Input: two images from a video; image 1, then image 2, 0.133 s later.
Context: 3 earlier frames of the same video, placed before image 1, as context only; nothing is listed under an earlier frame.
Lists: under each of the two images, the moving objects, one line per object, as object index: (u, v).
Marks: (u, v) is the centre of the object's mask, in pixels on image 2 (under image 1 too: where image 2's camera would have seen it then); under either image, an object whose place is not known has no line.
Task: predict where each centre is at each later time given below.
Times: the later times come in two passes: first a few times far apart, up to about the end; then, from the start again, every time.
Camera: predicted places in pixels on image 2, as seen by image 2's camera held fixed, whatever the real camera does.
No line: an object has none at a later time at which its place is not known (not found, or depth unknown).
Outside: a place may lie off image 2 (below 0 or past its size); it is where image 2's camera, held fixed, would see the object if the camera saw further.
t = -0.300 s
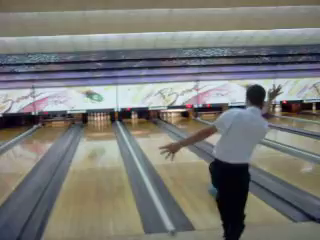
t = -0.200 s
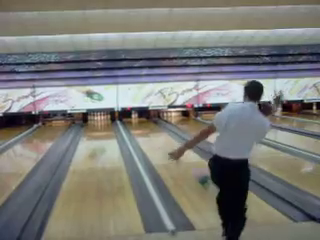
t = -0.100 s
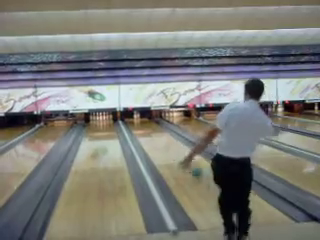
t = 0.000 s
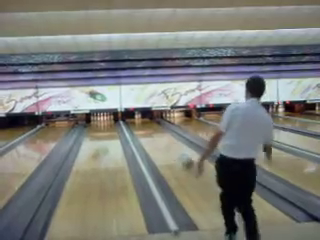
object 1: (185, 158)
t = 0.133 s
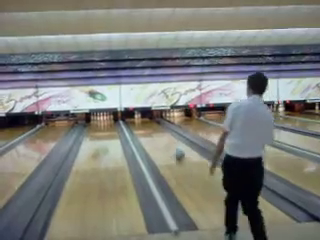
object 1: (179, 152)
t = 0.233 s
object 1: (174, 150)
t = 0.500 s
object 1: (163, 141)
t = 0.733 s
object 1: (154, 134)
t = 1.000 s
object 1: (148, 127)
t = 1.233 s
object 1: (144, 123)
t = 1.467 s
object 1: (141, 122)
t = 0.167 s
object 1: (178, 153)
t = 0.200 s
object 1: (176, 151)
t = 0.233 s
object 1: (174, 150)
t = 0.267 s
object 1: (172, 149)
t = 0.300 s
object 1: (171, 148)
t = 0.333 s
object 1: (169, 147)
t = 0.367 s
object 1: (167, 144)
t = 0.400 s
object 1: (166, 143)
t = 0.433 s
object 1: (165, 142)
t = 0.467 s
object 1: (164, 141)
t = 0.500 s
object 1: (163, 141)
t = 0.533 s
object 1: (161, 141)
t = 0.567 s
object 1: (160, 139)
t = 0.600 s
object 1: (159, 139)
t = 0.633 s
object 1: (159, 139)
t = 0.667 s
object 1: (157, 137)
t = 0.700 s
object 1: (156, 137)
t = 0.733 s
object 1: (154, 134)
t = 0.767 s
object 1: (154, 133)
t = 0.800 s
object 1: (153, 133)
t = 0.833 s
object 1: (153, 134)
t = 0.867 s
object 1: (151, 132)
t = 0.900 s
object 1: (151, 133)
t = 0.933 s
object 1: (149, 129)
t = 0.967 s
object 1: (148, 128)
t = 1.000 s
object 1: (148, 127)
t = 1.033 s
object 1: (147, 127)
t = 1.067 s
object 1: (147, 127)
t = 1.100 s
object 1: (146, 125)
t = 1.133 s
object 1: (146, 126)
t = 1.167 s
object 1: (145, 125)
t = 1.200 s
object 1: (144, 124)
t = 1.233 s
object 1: (144, 123)
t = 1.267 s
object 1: (142, 123)
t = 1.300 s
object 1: (142, 123)
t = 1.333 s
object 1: (141, 122)
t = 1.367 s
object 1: (141, 122)
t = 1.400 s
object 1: (140, 121)
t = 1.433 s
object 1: (143, 122)
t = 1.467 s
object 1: (141, 122)
